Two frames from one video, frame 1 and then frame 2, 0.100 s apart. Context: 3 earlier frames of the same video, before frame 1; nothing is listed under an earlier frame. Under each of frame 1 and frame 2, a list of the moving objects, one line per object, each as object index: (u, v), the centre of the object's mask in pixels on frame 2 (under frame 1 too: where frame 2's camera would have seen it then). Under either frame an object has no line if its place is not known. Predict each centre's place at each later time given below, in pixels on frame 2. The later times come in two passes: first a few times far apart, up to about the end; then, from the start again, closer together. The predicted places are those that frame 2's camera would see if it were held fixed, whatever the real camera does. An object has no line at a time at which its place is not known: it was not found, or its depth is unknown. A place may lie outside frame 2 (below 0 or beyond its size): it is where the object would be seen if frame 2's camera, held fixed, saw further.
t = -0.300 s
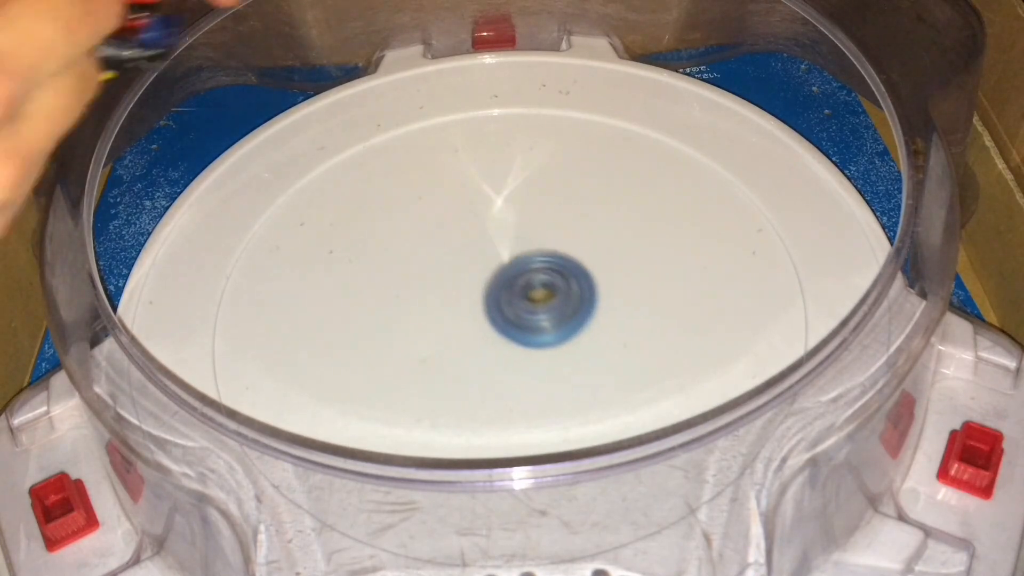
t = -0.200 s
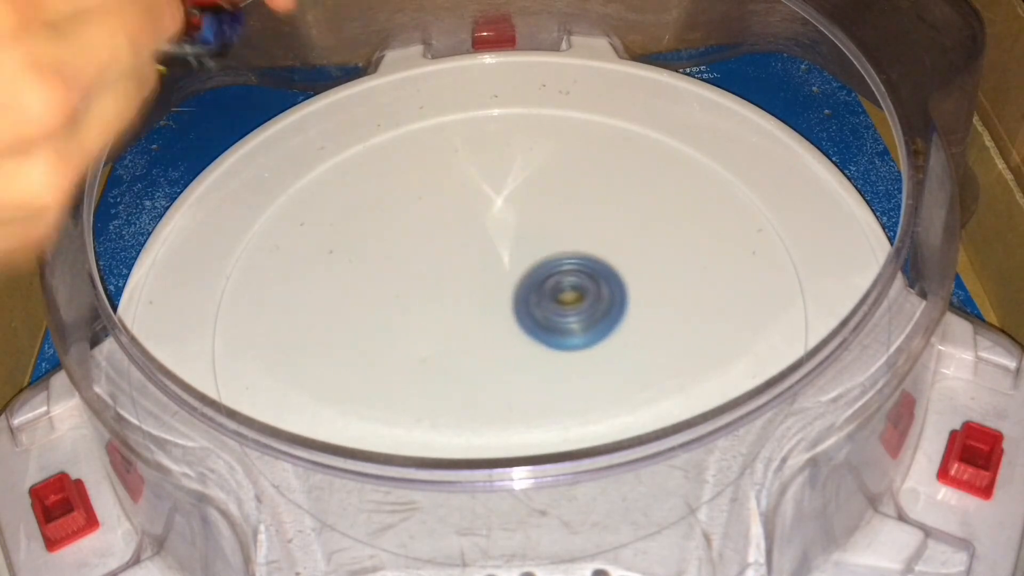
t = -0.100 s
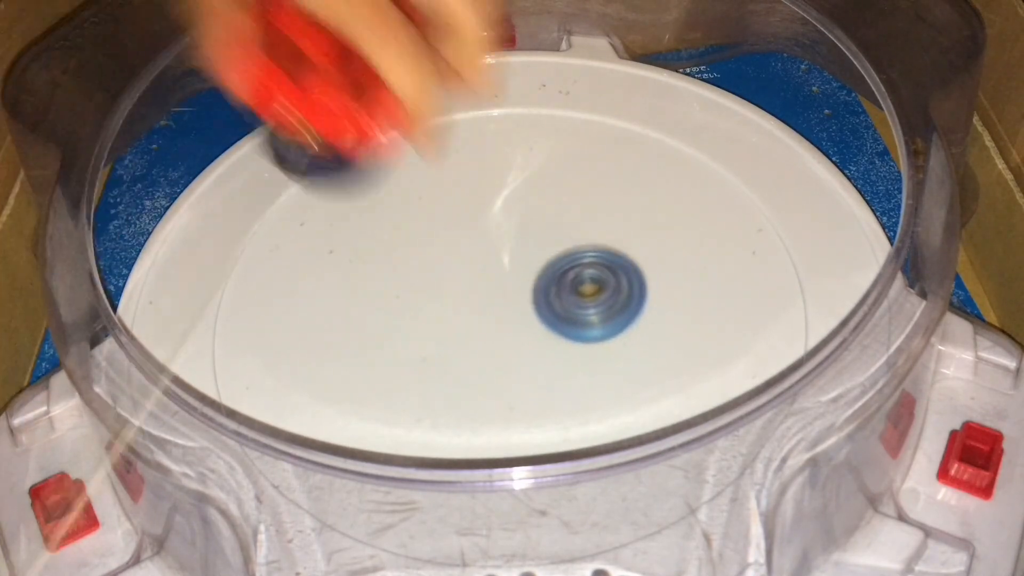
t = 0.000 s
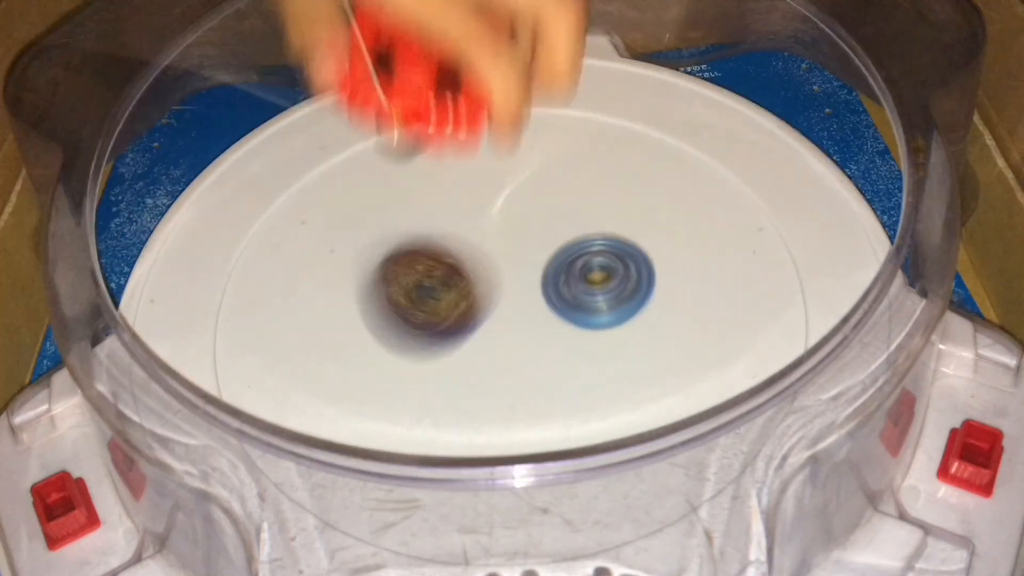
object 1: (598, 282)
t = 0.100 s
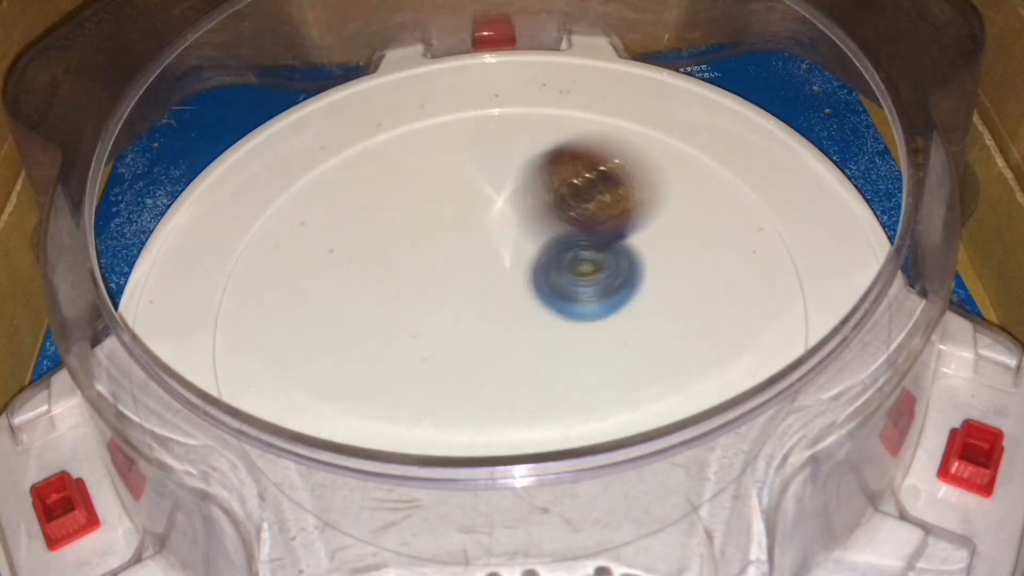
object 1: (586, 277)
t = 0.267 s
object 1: (500, 290)
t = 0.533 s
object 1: (458, 340)
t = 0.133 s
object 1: (566, 279)
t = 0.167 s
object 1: (547, 282)
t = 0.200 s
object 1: (528, 284)
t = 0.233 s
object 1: (514, 287)
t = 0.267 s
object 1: (500, 290)
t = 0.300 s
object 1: (488, 295)
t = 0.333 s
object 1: (479, 301)
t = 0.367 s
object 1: (472, 308)
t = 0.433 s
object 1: (463, 321)
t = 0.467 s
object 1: (459, 328)
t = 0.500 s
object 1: (457, 334)
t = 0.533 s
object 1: (458, 340)
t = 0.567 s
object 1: (463, 345)
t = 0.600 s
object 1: (470, 350)
